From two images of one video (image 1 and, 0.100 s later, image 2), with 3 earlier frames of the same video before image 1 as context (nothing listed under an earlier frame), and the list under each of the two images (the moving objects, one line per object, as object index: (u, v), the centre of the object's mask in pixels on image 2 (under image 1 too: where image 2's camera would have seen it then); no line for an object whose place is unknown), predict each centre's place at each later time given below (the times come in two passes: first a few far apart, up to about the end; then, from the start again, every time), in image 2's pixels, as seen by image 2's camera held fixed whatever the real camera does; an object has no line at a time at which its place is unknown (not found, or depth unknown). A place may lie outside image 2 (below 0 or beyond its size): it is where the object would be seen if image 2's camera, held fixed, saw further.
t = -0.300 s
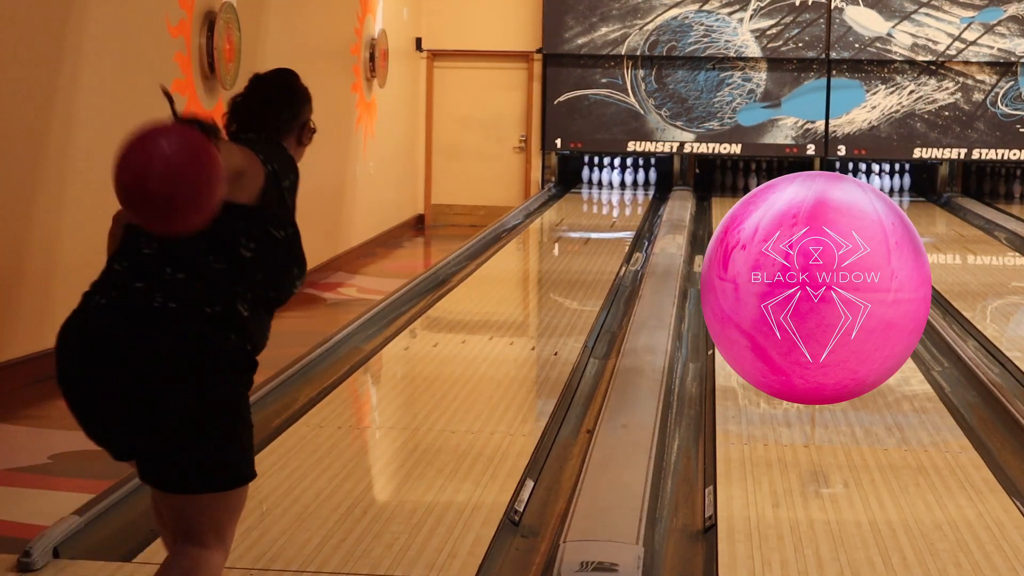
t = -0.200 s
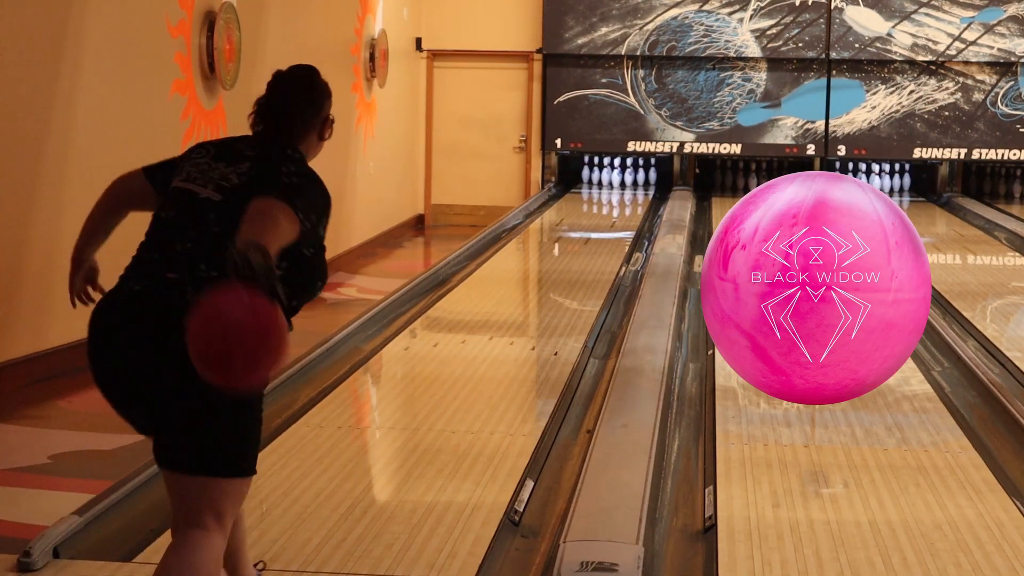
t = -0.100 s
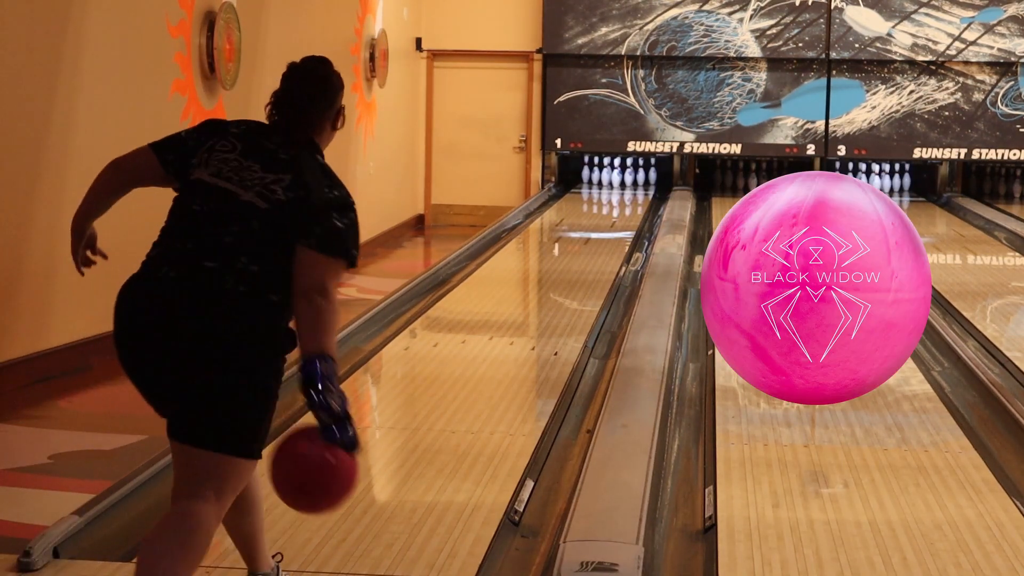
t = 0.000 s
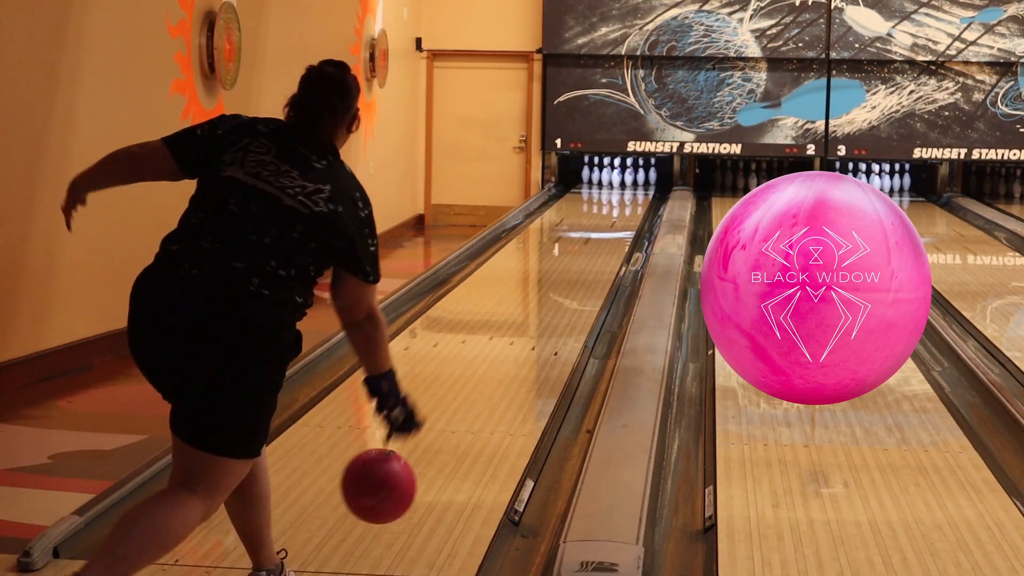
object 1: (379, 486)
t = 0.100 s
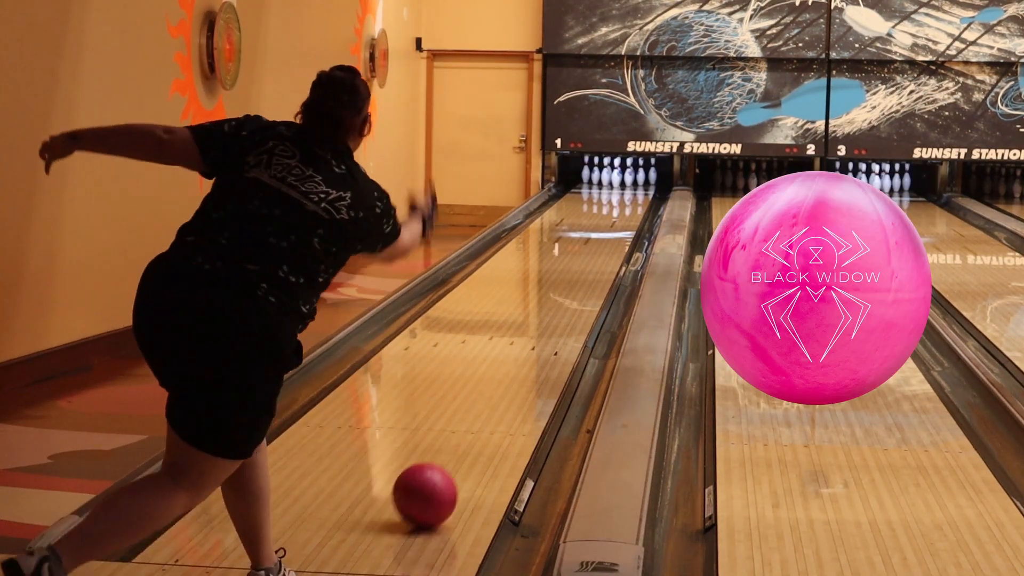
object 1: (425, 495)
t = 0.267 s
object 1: (479, 419)
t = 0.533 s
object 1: (535, 344)
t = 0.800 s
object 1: (570, 295)
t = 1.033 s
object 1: (590, 267)
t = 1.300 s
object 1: (606, 241)
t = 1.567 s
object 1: (616, 222)
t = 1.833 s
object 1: (622, 208)
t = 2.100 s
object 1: (625, 196)
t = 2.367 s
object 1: (625, 187)
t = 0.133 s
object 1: (438, 473)
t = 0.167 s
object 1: (449, 456)
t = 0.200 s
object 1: (460, 442)
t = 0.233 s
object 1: (470, 433)
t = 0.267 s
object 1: (479, 419)
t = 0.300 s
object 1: (488, 409)
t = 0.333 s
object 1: (496, 398)
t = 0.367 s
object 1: (504, 388)
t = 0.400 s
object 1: (511, 378)
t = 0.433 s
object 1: (517, 369)
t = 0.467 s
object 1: (524, 360)
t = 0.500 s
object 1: (530, 352)
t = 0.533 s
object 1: (535, 344)
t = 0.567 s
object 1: (541, 337)
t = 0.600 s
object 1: (545, 330)
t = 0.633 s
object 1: (550, 323)
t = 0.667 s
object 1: (554, 317)
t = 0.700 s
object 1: (559, 311)
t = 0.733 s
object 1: (562, 306)
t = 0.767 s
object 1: (566, 300)
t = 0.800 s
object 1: (570, 295)
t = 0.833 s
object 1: (573, 291)
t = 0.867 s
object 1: (576, 286)
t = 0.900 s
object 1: (579, 282)
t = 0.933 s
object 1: (582, 278)
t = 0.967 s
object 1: (585, 274)
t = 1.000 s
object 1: (587, 271)
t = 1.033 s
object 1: (590, 267)
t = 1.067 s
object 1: (593, 263)
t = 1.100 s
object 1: (595, 260)
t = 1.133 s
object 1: (597, 256)
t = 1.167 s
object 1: (599, 253)
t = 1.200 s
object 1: (601, 250)
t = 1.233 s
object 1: (603, 247)
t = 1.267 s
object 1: (604, 244)
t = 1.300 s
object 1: (606, 241)
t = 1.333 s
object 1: (608, 239)
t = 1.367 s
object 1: (609, 236)
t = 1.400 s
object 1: (610, 234)
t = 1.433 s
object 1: (612, 231)
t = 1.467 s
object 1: (613, 229)
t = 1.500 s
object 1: (614, 227)
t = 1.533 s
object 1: (615, 225)
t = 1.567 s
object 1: (616, 222)
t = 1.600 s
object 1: (617, 221)
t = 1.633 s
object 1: (618, 219)
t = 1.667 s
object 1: (619, 217)
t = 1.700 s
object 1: (620, 215)
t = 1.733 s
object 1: (621, 213)
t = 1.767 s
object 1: (621, 211)
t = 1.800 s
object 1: (622, 210)
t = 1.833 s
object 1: (622, 208)
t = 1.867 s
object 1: (623, 206)
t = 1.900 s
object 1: (623, 205)
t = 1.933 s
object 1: (623, 203)
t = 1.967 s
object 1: (624, 201)
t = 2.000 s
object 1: (624, 200)
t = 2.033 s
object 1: (624, 199)
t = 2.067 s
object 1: (625, 197)
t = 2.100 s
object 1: (625, 196)
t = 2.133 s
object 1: (625, 195)
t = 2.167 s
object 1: (625, 194)
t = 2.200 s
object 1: (625, 193)
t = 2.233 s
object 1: (625, 192)
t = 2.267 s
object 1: (625, 190)
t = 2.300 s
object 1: (625, 189)
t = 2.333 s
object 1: (625, 188)
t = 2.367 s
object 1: (625, 187)
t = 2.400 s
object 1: (624, 186)
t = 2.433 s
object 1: (624, 185)
